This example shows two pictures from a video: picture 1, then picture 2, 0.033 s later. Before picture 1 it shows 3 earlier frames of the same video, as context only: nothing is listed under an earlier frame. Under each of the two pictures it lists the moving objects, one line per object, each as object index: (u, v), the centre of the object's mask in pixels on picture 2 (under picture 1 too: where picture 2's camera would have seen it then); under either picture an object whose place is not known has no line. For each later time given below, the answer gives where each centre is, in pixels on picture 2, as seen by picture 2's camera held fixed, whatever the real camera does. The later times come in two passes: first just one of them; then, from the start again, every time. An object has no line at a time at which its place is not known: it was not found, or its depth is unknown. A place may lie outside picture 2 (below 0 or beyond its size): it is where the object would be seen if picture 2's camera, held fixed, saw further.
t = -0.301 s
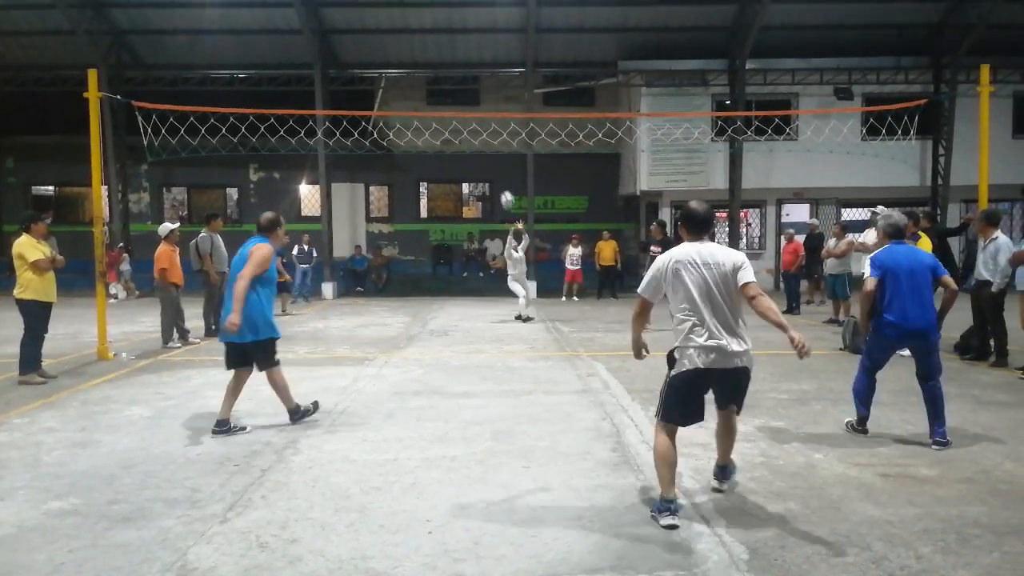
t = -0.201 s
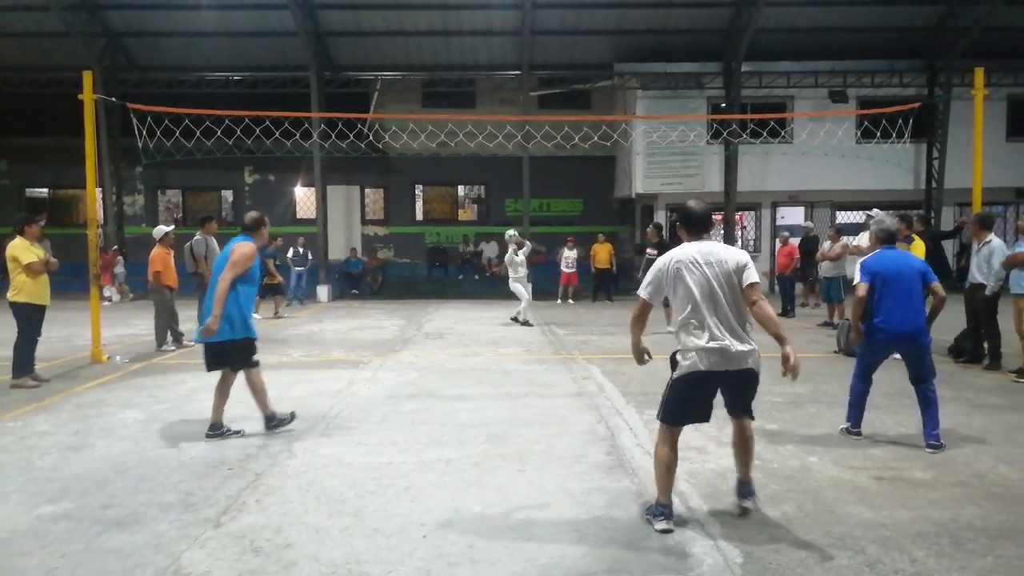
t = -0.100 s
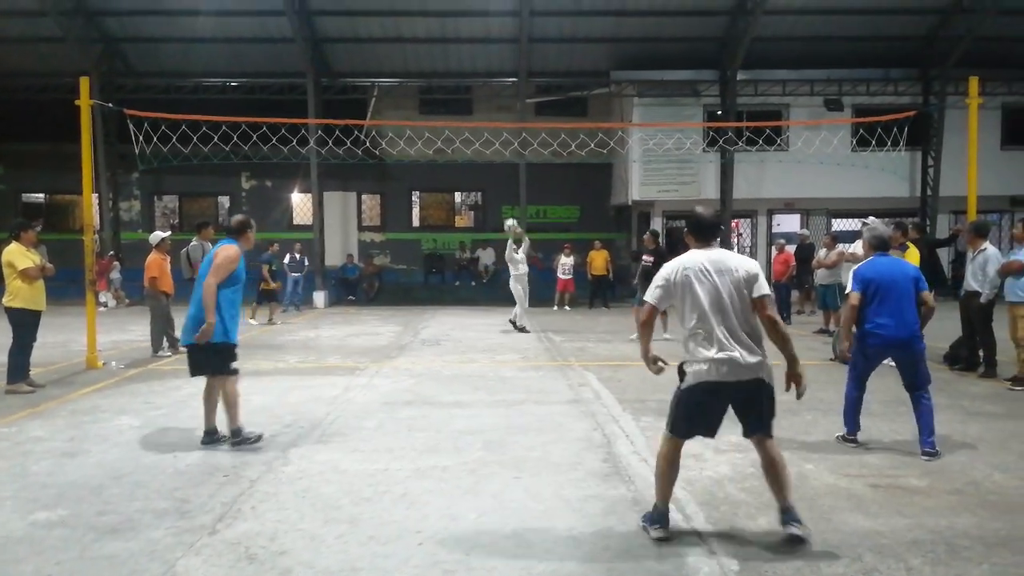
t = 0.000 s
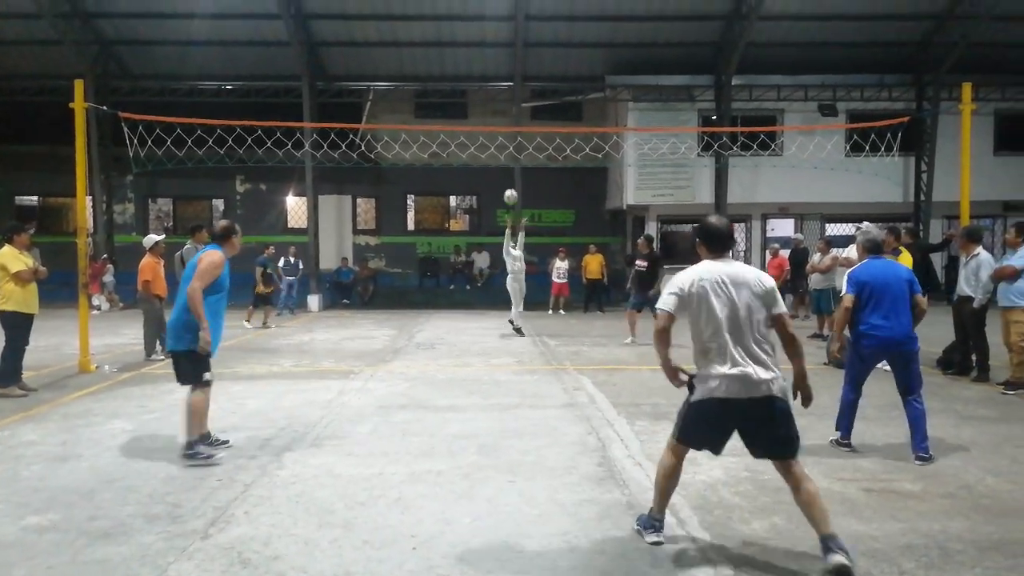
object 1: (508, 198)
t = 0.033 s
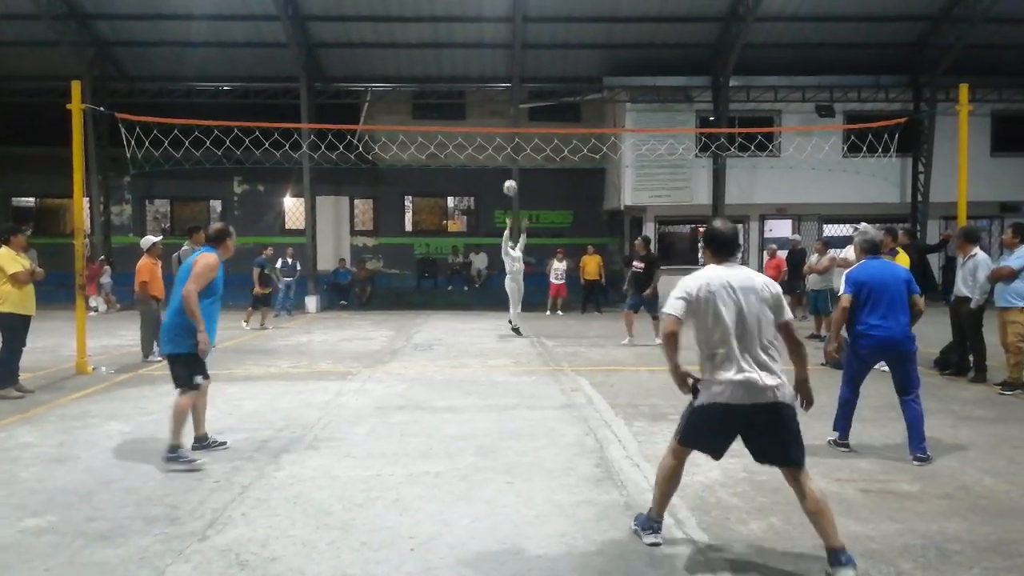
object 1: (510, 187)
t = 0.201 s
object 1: (519, 146)
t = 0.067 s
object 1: (512, 178)
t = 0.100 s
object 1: (513, 169)
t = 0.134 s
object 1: (515, 161)
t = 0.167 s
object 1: (517, 152)
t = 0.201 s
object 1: (519, 146)
